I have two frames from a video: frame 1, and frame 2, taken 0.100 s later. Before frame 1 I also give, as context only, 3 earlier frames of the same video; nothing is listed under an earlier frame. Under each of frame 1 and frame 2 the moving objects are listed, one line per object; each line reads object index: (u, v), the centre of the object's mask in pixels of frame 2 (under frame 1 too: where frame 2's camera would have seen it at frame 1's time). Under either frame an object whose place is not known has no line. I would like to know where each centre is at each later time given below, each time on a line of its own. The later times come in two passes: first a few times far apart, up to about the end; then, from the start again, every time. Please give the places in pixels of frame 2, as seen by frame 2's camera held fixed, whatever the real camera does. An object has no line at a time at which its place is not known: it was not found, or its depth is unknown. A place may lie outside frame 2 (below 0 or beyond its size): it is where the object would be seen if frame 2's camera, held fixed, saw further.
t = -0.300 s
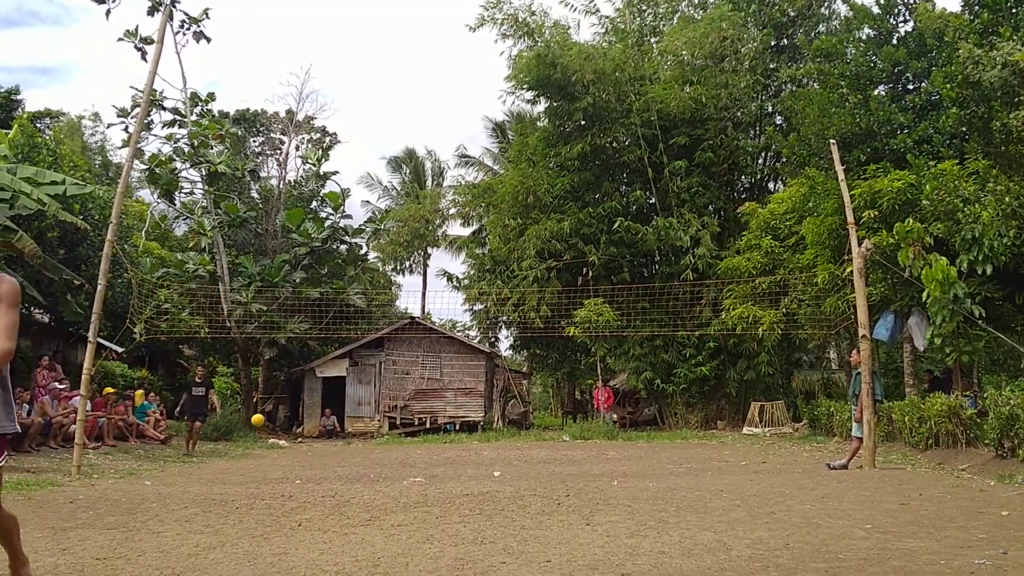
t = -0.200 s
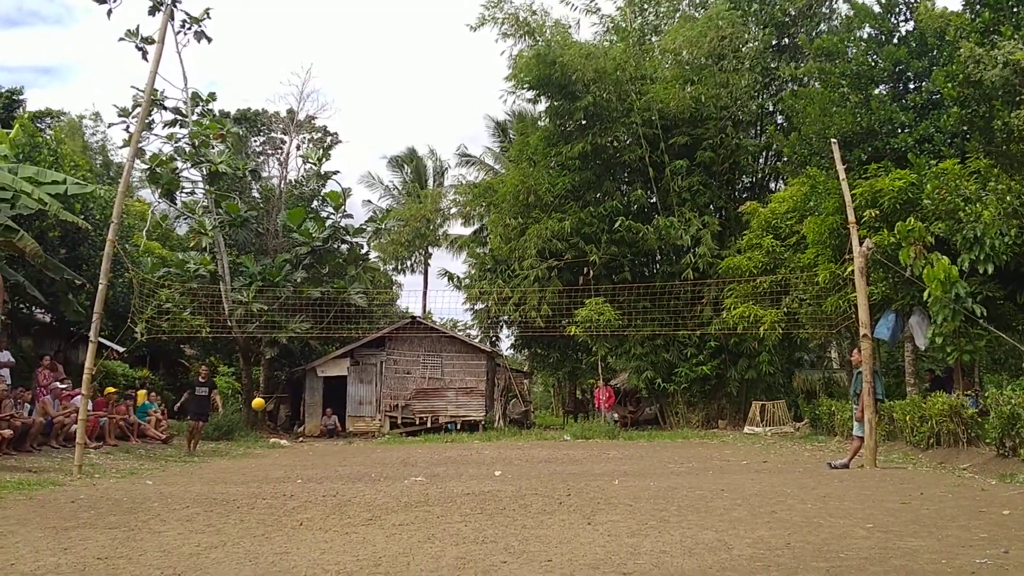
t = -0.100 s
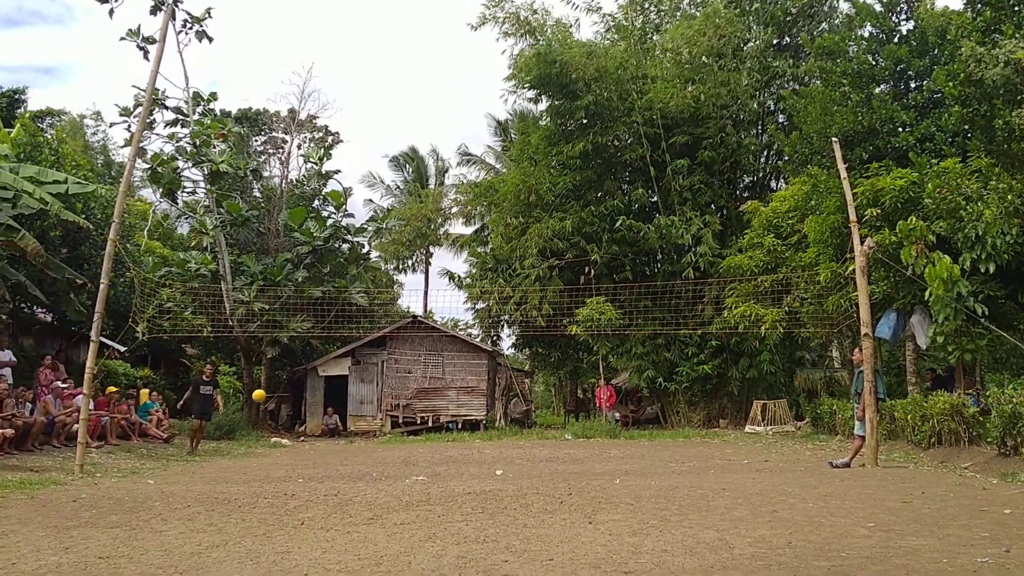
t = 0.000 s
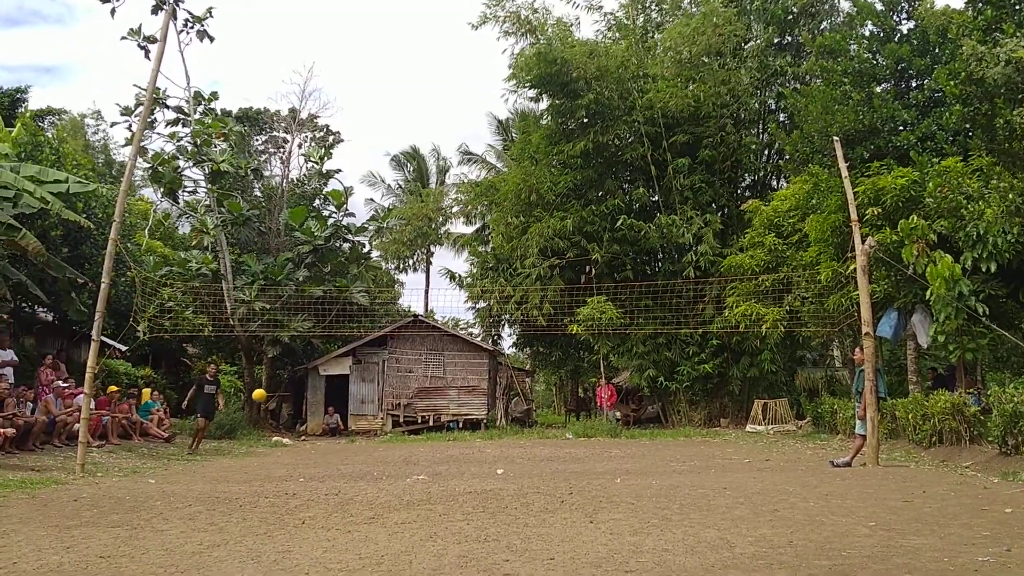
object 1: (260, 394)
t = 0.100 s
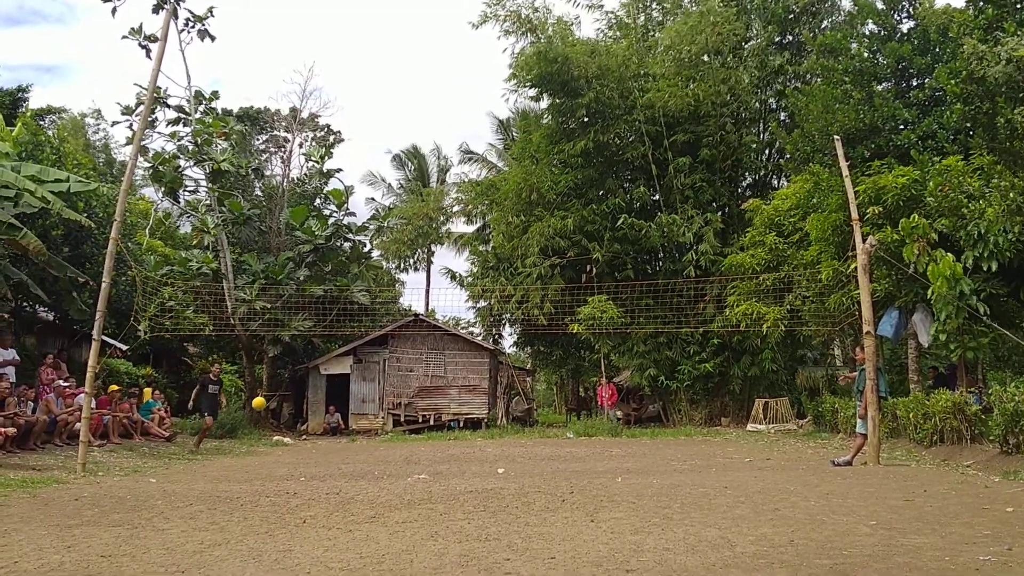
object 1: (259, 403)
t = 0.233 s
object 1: (257, 429)
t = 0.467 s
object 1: (255, 461)
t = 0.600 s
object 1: (258, 433)
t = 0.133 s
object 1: (259, 409)
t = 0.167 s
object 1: (258, 415)
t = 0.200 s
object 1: (258, 421)
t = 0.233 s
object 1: (257, 429)
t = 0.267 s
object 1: (257, 438)
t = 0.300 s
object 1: (256, 450)
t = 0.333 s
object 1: (255, 461)
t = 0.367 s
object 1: (255, 474)
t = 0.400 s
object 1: (254, 480)
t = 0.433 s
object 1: (255, 470)
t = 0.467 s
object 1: (255, 461)
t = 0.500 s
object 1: (256, 452)
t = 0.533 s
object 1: (257, 445)
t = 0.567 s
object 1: (257, 438)
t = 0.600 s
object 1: (258, 433)
